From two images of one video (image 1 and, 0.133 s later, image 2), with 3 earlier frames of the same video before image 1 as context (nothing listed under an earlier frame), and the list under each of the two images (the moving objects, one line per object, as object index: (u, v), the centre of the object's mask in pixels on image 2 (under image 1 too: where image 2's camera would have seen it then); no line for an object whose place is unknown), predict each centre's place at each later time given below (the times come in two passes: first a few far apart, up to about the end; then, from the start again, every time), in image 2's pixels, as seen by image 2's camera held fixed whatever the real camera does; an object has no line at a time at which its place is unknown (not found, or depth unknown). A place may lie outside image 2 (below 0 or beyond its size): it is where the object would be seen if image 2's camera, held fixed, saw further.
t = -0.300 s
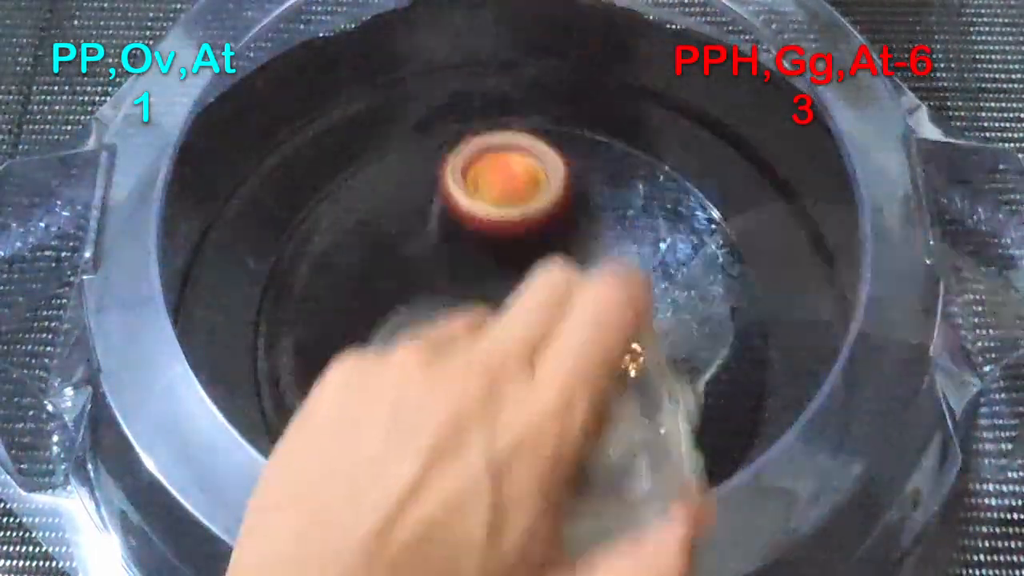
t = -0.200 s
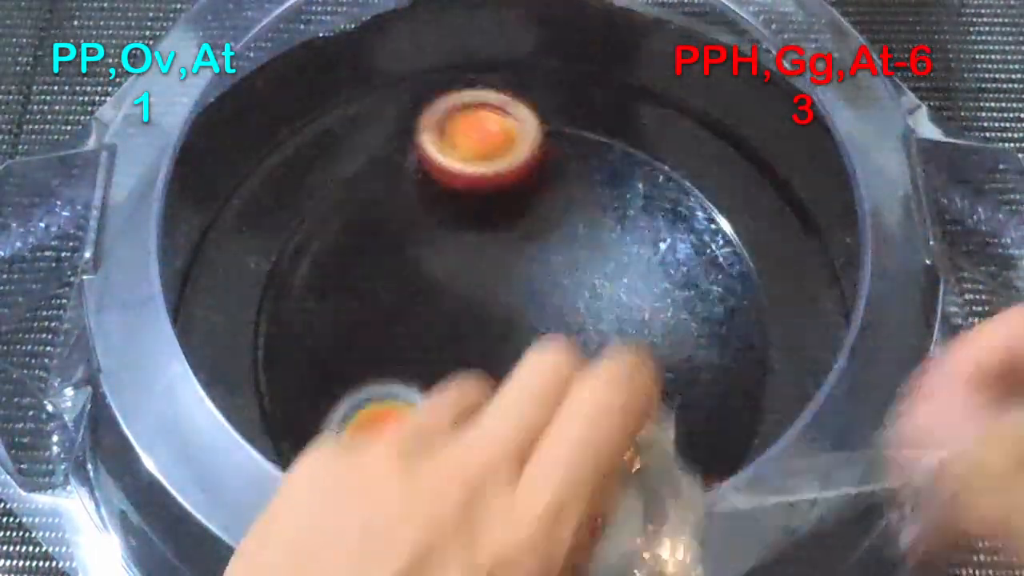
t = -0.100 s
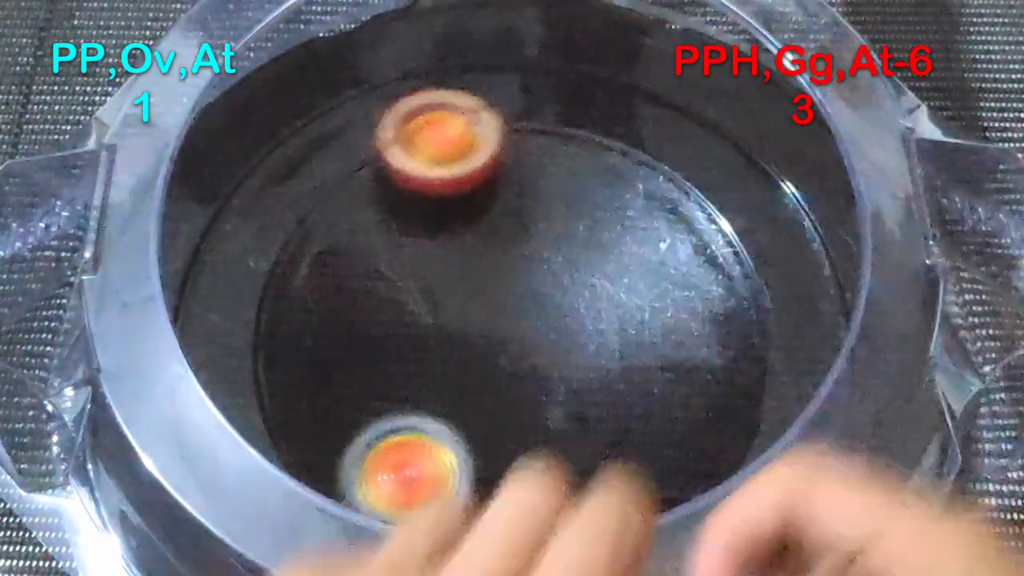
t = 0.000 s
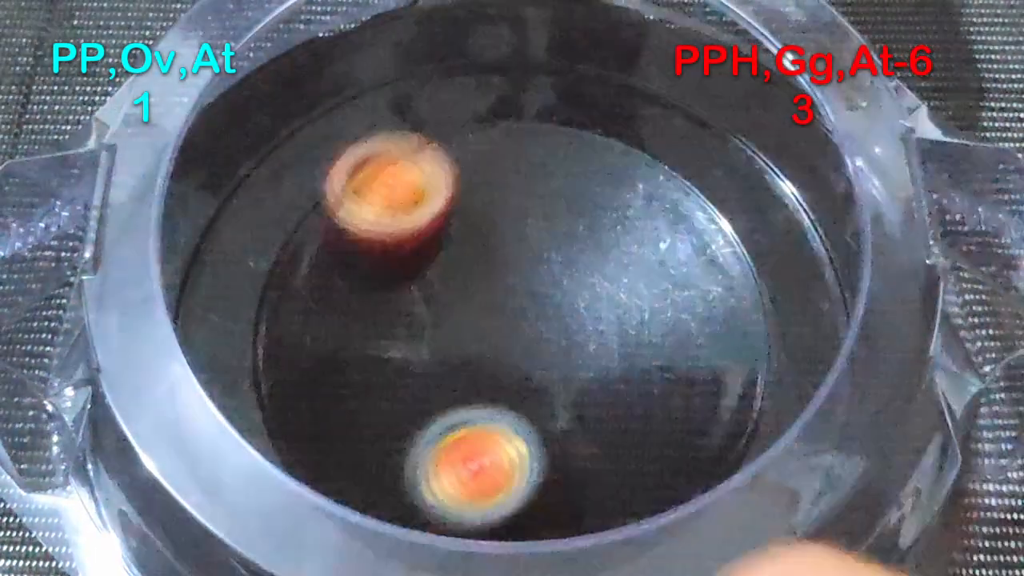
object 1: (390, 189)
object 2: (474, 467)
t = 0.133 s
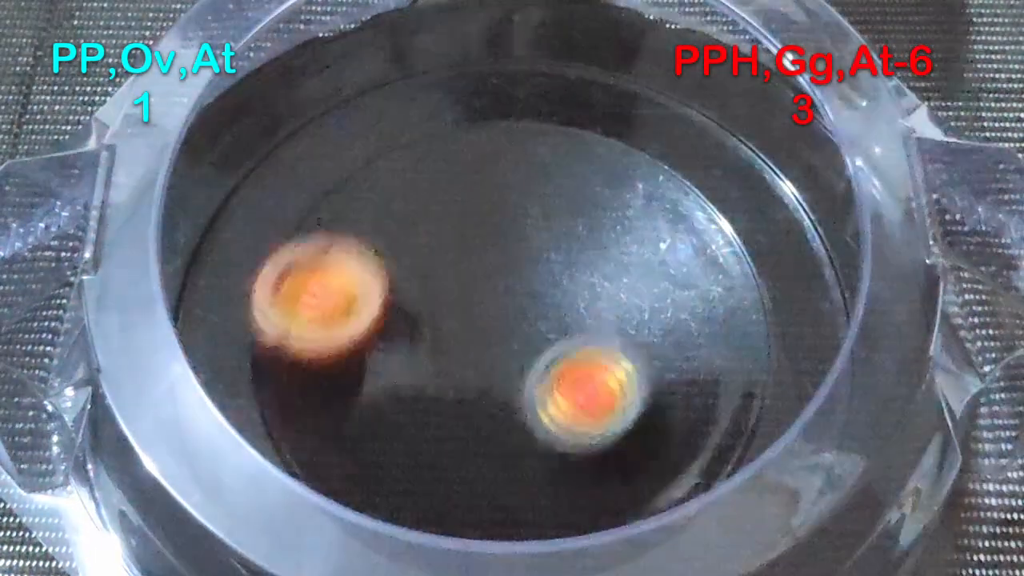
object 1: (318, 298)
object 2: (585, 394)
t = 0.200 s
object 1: (298, 359)
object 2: (618, 327)
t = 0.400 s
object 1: (383, 471)
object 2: (554, 147)
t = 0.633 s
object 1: (602, 412)
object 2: (333, 201)
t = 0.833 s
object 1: (600, 173)
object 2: (327, 460)
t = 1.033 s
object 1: (391, 47)
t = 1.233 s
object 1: (277, 102)
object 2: (738, 540)
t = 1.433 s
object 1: (269, 210)
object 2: (811, 339)
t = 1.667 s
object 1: (352, 338)
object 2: (765, 149)
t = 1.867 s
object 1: (560, 420)
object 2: (618, 81)
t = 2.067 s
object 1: (701, 244)
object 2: (482, 68)
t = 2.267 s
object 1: (584, 75)
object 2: (375, 105)
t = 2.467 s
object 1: (497, 49)
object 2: (310, 177)
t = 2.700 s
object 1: (468, 74)
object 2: (438, 419)
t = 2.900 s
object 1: (458, 109)
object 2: (739, 467)
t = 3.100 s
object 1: (406, 246)
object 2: (844, 340)
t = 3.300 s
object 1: (461, 433)
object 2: (752, 194)
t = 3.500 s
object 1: (695, 418)
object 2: (629, 108)
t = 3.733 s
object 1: (728, 215)
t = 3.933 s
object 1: (545, 136)
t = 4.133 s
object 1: (427, 244)
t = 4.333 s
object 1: (451, 447)
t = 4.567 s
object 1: (693, 470)
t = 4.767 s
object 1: (741, 342)
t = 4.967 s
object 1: (824, 277)
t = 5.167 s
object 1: (820, 279)
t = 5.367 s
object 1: (817, 332)
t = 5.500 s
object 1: (811, 366)
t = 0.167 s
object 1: (306, 328)
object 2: (605, 362)
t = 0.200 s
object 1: (298, 359)
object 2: (618, 327)
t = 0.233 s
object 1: (297, 388)
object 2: (622, 290)
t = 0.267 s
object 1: (303, 410)
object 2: (620, 256)
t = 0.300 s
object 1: (315, 429)
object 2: (612, 221)
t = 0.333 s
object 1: (334, 446)
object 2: (597, 192)
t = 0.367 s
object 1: (357, 461)
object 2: (576, 165)
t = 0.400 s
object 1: (383, 471)
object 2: (554, 147)
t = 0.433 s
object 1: (410, 486)
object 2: (526, 133)
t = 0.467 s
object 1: (444, 484)
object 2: (496, 127)
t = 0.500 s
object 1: (475, 483)
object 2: (463, 128)
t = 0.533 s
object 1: (511, 478)
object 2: (429, 136)
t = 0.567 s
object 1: (544, 463)
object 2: (396, 149)
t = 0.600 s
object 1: (576, 440)
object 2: (364, 172)
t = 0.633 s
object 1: (602, 412)
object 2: (333, 201)
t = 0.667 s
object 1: (623, 379)
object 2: (308, 239)
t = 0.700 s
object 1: (637, 339)
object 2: (288, 281)
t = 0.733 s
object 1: (641, 295)
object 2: (277, 327)
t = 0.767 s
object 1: (637, 252)
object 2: (276, 376)
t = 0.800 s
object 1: (624, 212)
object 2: (294, 417)
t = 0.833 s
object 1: (600, 173)
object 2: (327, 460)
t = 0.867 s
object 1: (573, 141)
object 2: (351, 516)
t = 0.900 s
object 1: (539, 109)
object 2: (386, 540)
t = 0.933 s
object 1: (501, 86)
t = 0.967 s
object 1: (460, 70)
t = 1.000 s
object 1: (424, 53)
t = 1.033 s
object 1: (391, 47)
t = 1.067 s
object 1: (358, 47)
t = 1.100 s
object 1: (330, 48)
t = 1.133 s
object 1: (310, 61)
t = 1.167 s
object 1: (297, 75)
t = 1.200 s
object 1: (286, 91)
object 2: (719, 552)
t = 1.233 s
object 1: (277, 102)
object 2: (738, 540)
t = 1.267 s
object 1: (269, 118)
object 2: (763, 520)
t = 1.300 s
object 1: (265, 142)
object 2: (777, 485)
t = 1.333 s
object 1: (262, 160)
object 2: (790, 447)
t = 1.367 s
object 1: (261, 181)
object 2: (800, 407)
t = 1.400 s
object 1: (264, 197)
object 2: (806, 372)
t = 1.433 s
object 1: (269, 210)
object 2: (811, 339)
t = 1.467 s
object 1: (276, 220)
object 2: (810, 305)
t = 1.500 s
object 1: (283, 231)
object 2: (807, 274)
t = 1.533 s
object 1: (293, 247)
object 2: (804, 244)
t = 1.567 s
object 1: (305, 268)
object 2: (802, 218)
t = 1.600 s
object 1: (318, 291)
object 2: (794, 192)
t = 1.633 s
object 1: (334, 314)
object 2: (784, 169)
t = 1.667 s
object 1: (352, 338)
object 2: (765, 149)
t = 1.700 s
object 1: (375, 361)
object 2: (740, 131)
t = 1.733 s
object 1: (403, 383)
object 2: (716, 119)
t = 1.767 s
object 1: (436, 401)
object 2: (690, 108)
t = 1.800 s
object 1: (474, 415)
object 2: (666, 98)
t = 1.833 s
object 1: (516, 422)
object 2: (641, 88)
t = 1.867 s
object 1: (560, 420)
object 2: (618, 81)
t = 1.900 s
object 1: (600, 408)
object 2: (593, 76)
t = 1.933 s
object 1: (635, 387)
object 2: (570, 71)
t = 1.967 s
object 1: (665, 358)
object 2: (548, 69)
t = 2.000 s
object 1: (686, 325)
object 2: (525, 67)
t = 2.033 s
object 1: (698, 287)
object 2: (503, 67)
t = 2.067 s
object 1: (701, 244)
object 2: (482, 68)
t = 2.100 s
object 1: (695, 207)
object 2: (461, 71)
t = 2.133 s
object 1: (681, 171)
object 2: (442, 75)
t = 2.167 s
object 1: (660, 141)
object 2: (424, 80)
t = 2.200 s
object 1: (633, 113)
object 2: (407, 88)
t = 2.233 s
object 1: (608, 93)
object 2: (390, 97)
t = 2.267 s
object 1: (584, 75)
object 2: (375, 105)
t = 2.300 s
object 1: (563, 62)
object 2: (360, 115)
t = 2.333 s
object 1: (545, 54)
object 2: (348, 126)
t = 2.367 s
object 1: (531, 51)
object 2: (337, 137)
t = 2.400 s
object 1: (518, 49)
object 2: (325, 150)
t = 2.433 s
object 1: (506, 49)
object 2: (317, 163)
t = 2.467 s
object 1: (497, 49)
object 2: (310, 177)
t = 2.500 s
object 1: (490, 51)
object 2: (308, 198)
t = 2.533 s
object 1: (484, 52)
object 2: (315, 221)
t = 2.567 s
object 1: (480, 55)
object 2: (326, 254)
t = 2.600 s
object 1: (475, 59)
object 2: (344, 292)
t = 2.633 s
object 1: (471, 64)
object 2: (369, 334)
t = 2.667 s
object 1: (470, 69)
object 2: (397, 375)
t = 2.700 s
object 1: (468, 74)
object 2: (438, 419)
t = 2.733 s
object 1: (466, 78)
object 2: (485, 452)
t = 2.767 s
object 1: (464, 83)
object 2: (540, 476)
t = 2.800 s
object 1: (463, 87)
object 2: (591, 483)
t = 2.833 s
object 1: (462, 93)
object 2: (650, 489)
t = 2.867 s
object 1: (461, 99)
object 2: (697, 485)
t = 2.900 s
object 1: (458, 109)
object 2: (739, 467)
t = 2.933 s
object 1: (452, 126)
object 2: (782, 454)
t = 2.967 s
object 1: (444, 147)
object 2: (812, 433)
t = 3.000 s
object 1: (435, 169)
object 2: (837, 413)
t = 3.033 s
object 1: (425, 193)
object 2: (851, 388)
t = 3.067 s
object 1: (415, 219)
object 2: (853, 366)
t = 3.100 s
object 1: (406, 246)
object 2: (844, 340)
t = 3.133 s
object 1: (399, 276)
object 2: (830, 312)
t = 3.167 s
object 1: (395, 307)
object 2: (809, 285)
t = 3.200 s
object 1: (397, 340)
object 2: (801, 262)
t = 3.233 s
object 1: (408, 374)
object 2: (787, 238)
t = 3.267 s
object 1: (431, 405)
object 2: (768, 216)
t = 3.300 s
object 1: (461, 433)
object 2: (752, 194)
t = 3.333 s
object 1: (499, 452)
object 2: (730, 176)
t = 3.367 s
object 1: (542, 463)
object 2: (711, 159)
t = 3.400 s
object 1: (584, 464)
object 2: (690, 143)
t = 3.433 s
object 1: (626, 456)
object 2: (670, 130)
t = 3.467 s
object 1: (663, 440)
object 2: (648, 119)
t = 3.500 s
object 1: (695, 418)
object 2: (629, 108)
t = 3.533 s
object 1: (722, 393)
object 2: (608, 100)
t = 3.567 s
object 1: (739, 363)
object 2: (587, 94)
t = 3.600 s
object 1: (750, 333)
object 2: (566, 88)
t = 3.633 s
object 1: (754, 303)
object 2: (546, 84)
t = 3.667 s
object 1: (752, 273)
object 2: (527, 82)
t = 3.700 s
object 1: (743, 242)
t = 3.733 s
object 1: (728, 215)
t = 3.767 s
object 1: (708, 192)
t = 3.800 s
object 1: (682, 171)
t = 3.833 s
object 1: (652, 155)
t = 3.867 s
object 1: (619, 143)
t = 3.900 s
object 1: (583, 136)
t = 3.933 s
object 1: (545, 136)
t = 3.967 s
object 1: (508, 139)
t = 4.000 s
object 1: (480, 150)
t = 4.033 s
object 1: (469, 168)
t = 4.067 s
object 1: (456, 192)
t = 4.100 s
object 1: (442, 217)
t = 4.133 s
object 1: (427, 244)
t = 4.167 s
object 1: (414, 273)
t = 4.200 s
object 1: (404, 306)
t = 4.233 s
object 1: (400, 343)
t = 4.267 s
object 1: (407, 380)
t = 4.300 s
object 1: (424, 415)
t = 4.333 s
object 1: (451, 447)
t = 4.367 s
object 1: (484, 472)
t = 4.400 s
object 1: (521, 485)
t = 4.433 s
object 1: (563, 499)
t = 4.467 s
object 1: (603, 502)
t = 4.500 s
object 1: (637, 496)
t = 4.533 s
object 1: (667, 485)
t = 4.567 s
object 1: (693, 470)
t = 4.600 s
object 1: (714, 452)
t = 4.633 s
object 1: (730, 430)
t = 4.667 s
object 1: (739, 408)
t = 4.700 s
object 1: (744, 386)
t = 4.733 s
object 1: (746, 365)
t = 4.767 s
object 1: (741, 342)
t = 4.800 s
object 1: (732, 323)
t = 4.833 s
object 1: (742, 304)
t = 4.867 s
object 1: (777, 298)
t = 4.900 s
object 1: (796, 285)
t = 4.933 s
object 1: (814, 281)
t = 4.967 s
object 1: (824, 277)
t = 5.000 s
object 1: (833, 273)
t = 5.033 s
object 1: (835, 272)
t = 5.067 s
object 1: (831, 269)
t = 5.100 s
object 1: (826, 269)
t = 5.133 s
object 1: (823, 272)
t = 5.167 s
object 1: (820, 279)
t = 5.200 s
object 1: (818, 287)
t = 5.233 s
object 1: (816, 295)
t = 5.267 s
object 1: (816, 305)
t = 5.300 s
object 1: (816, 314)
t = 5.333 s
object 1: (817, 324)
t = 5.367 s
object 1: (817, 332)
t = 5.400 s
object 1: (817, 341)
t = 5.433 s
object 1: (815, 349)
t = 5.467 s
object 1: (813, 357)
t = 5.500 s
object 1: (811, 366)
